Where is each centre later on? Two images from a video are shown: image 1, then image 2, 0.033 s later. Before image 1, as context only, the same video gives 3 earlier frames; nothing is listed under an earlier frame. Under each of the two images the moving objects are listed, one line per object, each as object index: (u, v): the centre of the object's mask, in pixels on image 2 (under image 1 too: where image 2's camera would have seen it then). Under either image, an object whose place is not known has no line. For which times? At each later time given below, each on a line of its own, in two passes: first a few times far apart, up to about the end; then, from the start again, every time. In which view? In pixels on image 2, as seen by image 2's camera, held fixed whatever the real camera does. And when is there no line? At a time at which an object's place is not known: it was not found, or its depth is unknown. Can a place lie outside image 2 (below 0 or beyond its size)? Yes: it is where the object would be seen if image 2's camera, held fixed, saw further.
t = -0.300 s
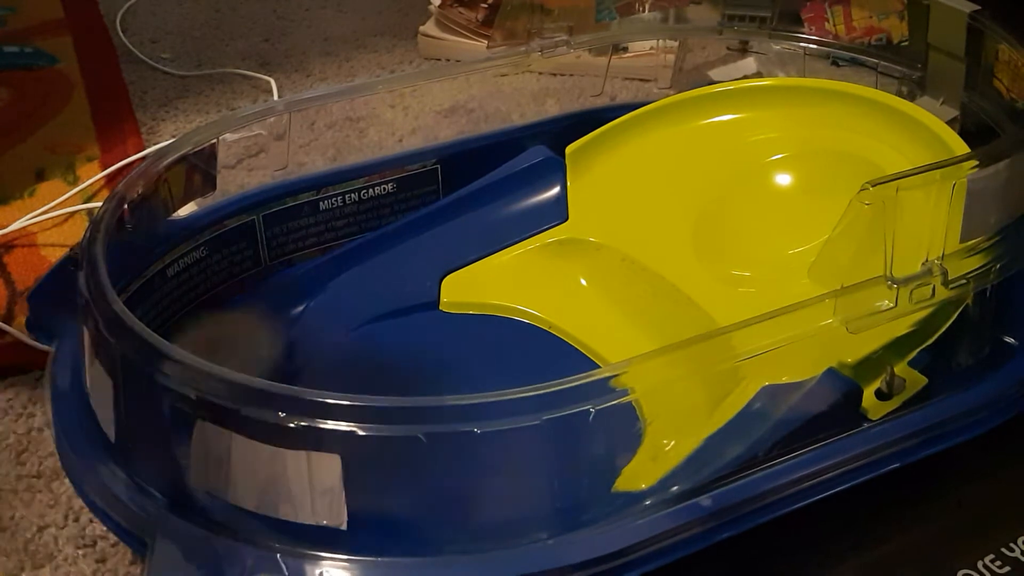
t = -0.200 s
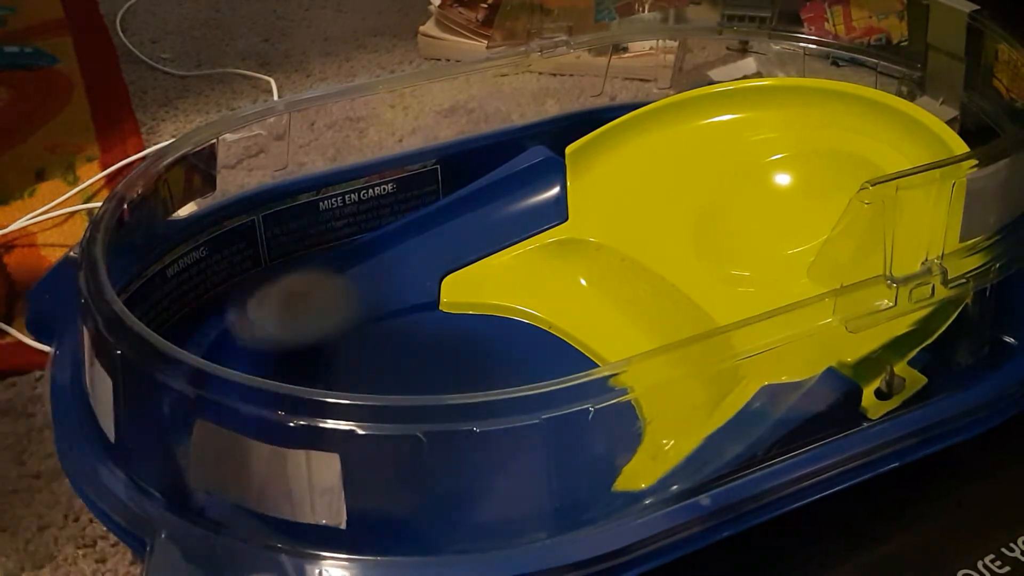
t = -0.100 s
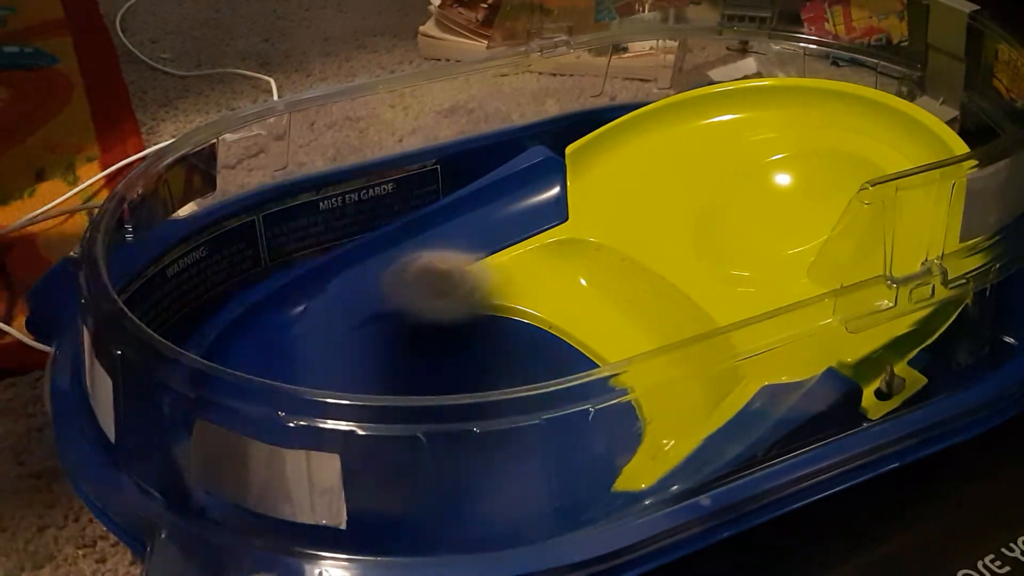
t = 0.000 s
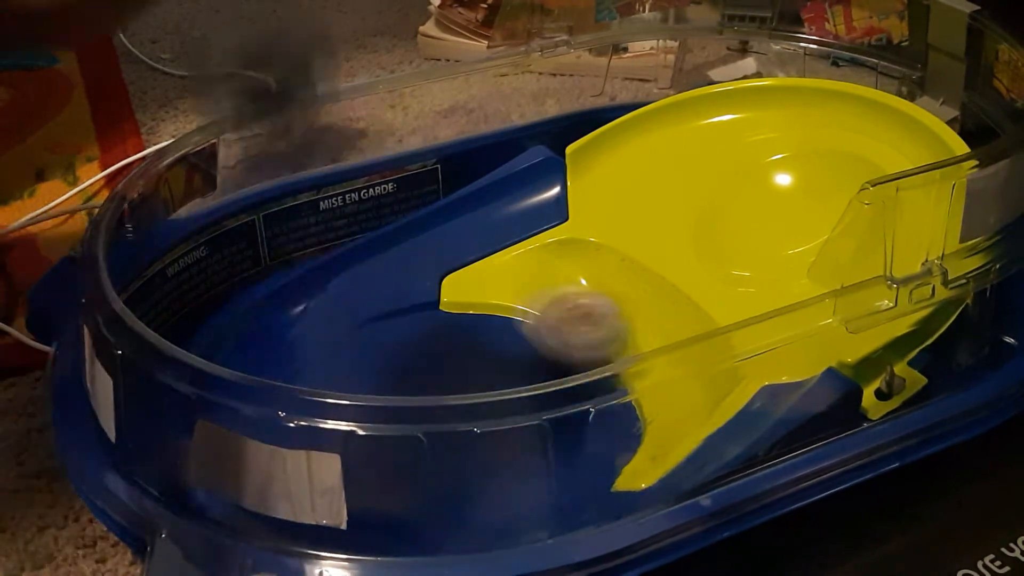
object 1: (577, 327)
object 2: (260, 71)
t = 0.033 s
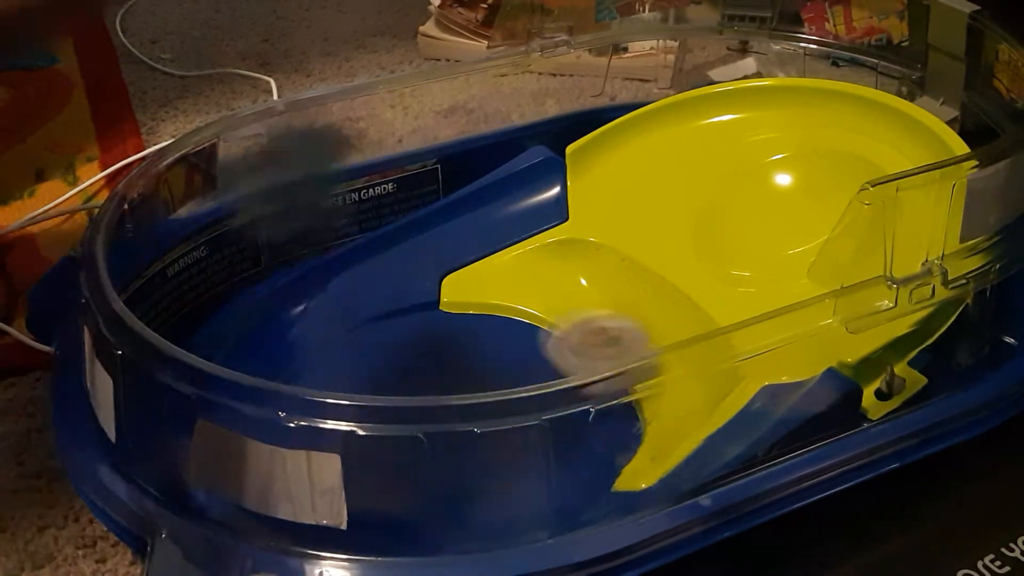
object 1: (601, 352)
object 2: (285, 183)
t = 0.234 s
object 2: (400, 404)
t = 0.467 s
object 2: (310, 316)
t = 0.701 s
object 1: (449, 387)
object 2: (366, 285)
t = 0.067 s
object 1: (614, 374)
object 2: (288, 299)
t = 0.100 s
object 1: (611, 403)
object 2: (314, 366)
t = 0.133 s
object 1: (593, 426)
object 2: (350, 409)
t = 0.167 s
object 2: (390, 412)
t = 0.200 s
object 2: (413, 421)
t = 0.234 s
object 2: (400, 404)
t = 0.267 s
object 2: (384, 382)
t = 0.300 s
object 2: (367, 367)
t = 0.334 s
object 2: (351, 355)
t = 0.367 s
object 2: (335, 340)
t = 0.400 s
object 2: (325, 328)
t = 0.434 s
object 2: (315, 321)
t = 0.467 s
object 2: (310, 316)
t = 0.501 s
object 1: (327, 408)
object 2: (308, 317)
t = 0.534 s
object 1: (330, 387)
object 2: (306, 310)
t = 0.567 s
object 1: (346, 388)
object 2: (308, 283)
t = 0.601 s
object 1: (367, 390)
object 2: (320, 262)
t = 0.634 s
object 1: (396, 391)
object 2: (332, 263)
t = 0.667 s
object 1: (422, 385)
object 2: (346, 272)
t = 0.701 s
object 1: (449, 387)
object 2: (366, 285)
